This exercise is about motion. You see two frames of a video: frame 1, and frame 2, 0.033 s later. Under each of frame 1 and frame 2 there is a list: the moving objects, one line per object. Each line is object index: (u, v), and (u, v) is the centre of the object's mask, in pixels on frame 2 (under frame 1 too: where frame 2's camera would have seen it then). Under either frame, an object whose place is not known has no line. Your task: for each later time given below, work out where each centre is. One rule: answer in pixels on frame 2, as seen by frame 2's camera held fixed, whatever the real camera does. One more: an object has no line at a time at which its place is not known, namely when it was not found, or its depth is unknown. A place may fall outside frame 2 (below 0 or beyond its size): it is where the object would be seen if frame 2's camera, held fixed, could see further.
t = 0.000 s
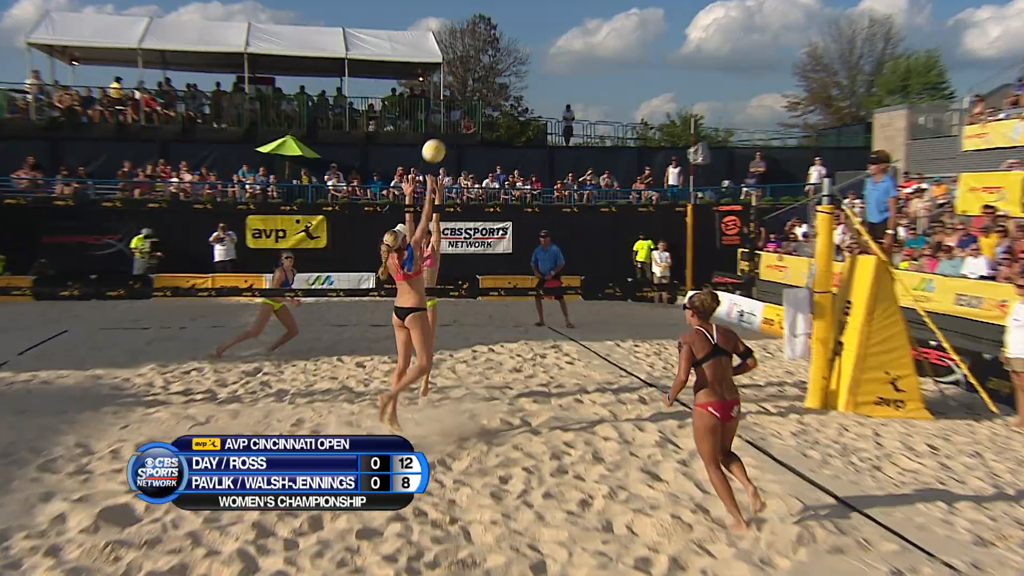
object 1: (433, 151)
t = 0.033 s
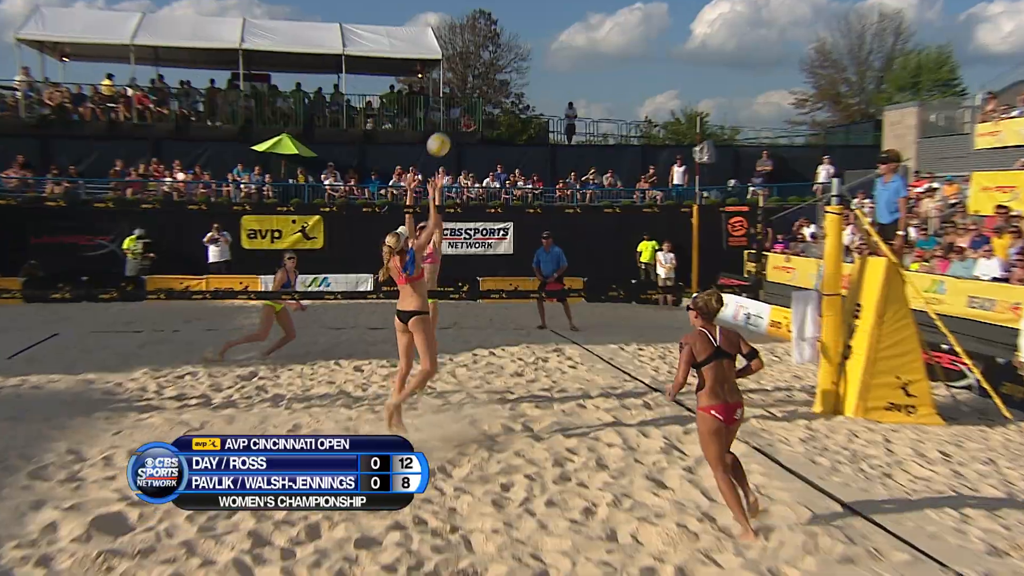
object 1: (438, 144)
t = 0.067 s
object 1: (444, 141)
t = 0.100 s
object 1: (449, 139)
